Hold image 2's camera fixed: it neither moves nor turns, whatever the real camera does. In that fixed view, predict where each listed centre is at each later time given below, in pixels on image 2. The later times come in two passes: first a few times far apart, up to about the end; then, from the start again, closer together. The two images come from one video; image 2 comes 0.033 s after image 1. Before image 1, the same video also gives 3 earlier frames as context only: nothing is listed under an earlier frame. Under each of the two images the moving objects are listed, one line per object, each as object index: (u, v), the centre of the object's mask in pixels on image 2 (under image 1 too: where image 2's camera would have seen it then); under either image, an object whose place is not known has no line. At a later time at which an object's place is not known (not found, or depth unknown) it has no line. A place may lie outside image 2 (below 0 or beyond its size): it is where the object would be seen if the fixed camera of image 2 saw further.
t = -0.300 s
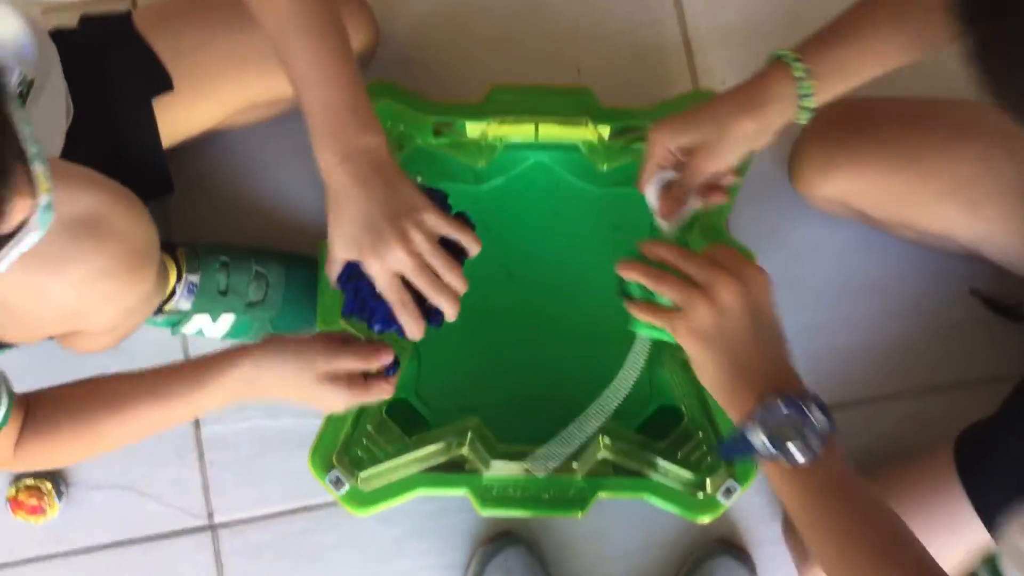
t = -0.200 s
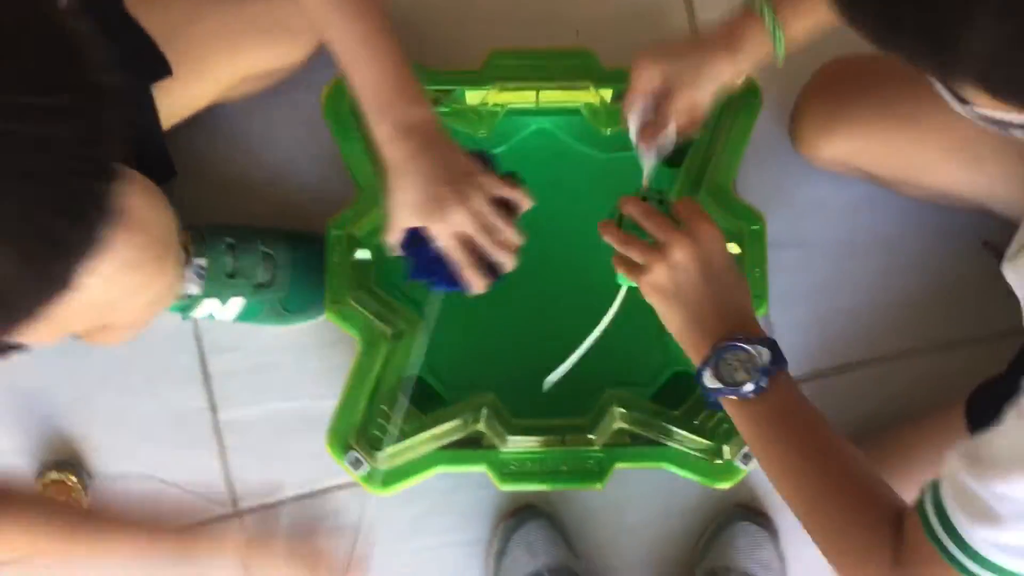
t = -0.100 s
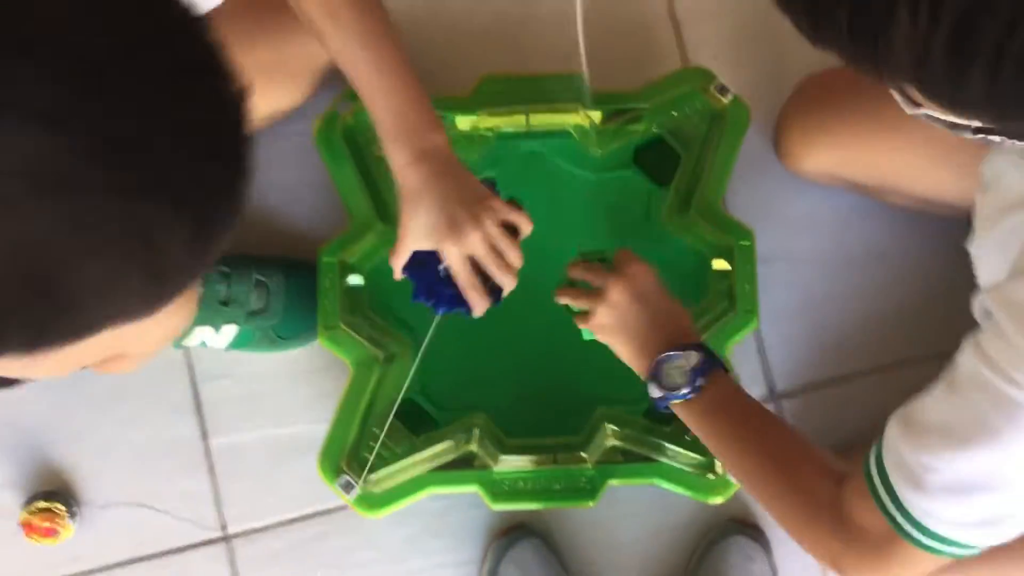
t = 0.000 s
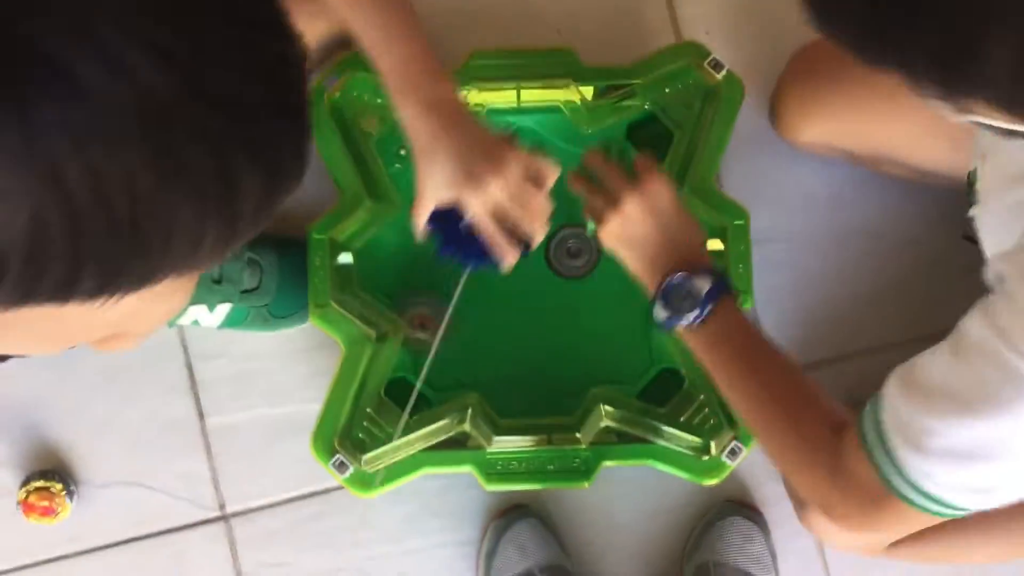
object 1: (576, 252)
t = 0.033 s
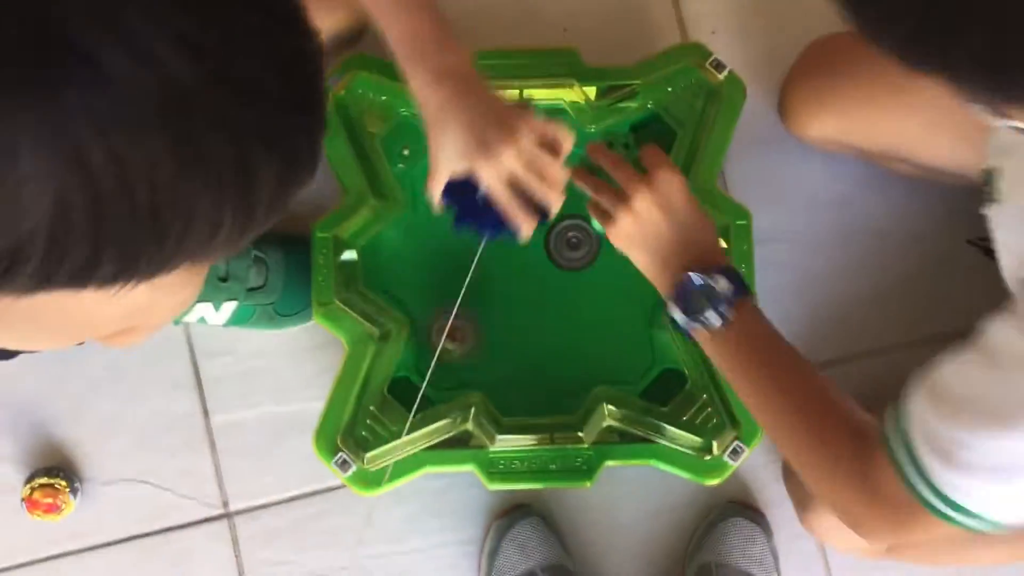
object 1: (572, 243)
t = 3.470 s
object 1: (517, 289)
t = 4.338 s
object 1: (510, 266)
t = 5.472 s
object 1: (546, 258)
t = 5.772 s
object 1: (554, 266)
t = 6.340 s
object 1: (550, 280)
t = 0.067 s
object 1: (567, 238)
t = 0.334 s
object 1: (531, 206)
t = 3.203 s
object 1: (531, 296)
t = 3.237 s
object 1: (529, 295)
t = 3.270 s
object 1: (527, 294)
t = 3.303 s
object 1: (526, 294)
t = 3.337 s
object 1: (524, 292)
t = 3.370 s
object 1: (522, 292)
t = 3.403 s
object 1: (520, 291)
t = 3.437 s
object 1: (519, 291)
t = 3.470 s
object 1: (517, 289)
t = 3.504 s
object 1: (516, 288)
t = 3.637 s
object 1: (511, 282)
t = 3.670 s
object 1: (510, 282)
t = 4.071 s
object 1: (507, 273)
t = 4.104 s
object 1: (508, 273)
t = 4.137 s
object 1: (509, 272)
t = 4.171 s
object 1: (509, 271)
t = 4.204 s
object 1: (509, 269)
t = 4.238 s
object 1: (509, 269)
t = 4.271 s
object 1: (509, 268)
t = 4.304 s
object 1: (509, 266)
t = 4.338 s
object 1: (510, 266)
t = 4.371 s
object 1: (510, 265)
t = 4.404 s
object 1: (511, 265)
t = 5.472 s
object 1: (546, 258)
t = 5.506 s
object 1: (548, 259)
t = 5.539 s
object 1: (549, 260)
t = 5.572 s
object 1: (550, 262)
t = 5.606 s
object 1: (551, 262)
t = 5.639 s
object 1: (551, 263)
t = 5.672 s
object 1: (552, 264)
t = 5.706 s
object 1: (553, 265)
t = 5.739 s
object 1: (554, 266)
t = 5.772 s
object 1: (554, 266)
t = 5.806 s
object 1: (555, 267)
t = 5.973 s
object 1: (555, 271)
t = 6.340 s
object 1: (550, 280)
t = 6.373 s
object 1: (548, 280)
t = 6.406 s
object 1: (546, 281)
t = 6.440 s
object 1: (545, 282)
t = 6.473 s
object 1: (544, 282)
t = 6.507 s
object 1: (543, 283)
